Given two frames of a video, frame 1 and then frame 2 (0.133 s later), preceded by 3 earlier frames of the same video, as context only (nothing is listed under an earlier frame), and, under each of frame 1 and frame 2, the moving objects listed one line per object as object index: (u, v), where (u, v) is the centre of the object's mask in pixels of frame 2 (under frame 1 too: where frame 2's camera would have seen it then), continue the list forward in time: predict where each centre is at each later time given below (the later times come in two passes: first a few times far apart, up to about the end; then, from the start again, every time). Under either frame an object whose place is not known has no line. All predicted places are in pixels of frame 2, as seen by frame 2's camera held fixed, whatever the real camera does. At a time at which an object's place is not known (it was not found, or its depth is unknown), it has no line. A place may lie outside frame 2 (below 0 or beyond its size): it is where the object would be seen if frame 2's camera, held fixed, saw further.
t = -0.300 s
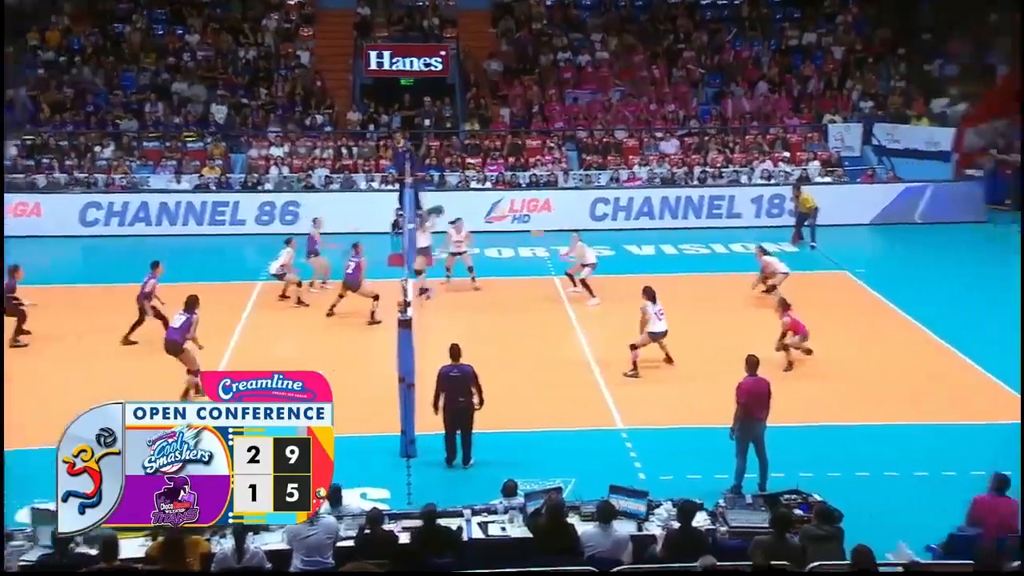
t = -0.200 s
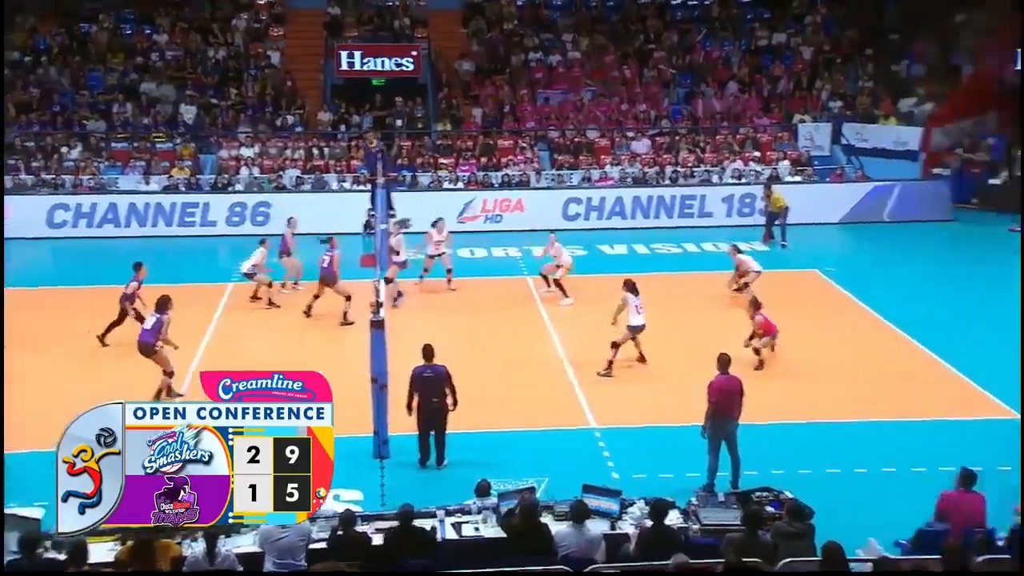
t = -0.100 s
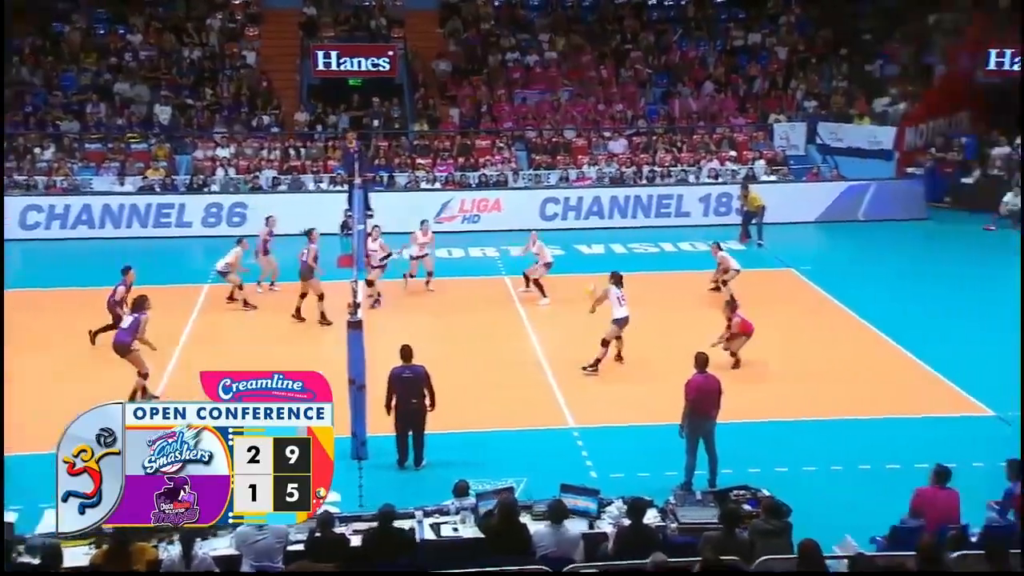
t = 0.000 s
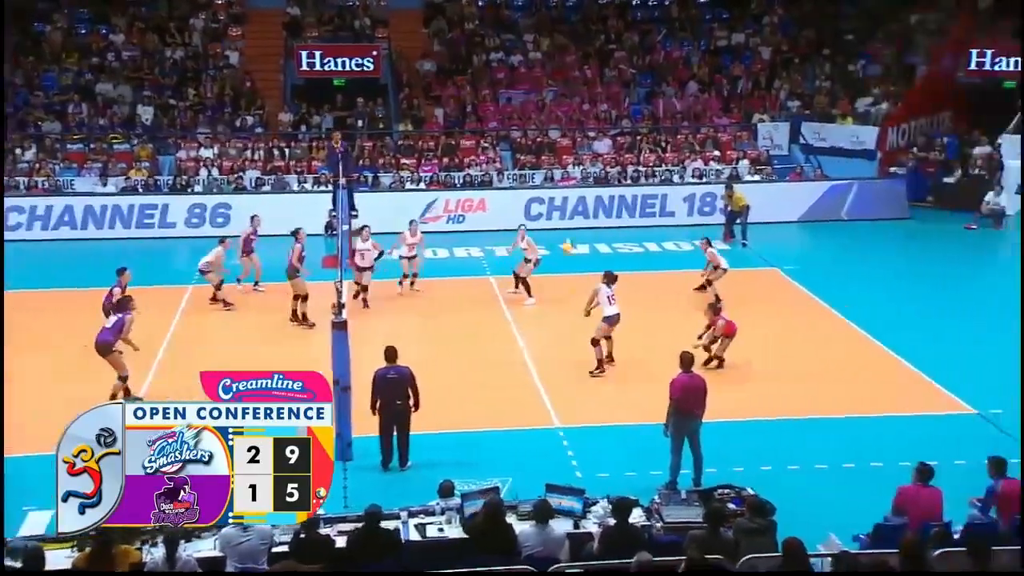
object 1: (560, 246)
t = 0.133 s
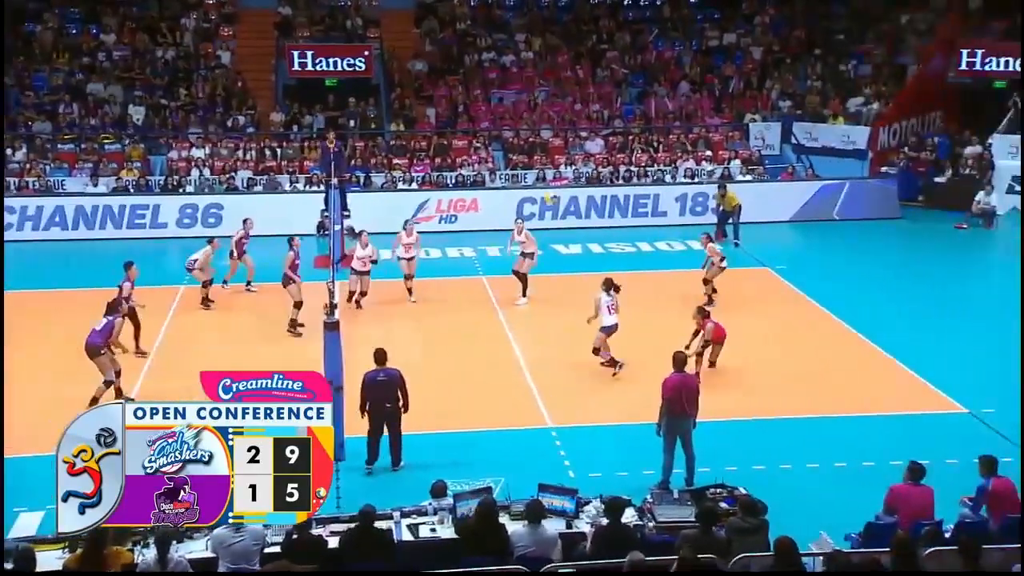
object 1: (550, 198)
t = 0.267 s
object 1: (540, 159)
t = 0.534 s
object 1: (523, 117)
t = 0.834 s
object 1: (506, 119)
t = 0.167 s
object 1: (548, 186)
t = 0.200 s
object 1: (545, 176)
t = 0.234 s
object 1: (542, 168)
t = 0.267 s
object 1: (540, 159)
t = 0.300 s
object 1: (538, 152)
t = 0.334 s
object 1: (536, 145)
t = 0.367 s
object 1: (535, 138)
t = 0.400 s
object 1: (533, 133)
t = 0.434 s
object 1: (530, 128)
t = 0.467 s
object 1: (528, 123)
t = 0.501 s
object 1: (526, 120)
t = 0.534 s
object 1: (523, 117)
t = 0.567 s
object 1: (522, 115)
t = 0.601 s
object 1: (520, 113)
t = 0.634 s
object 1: (518, 112)
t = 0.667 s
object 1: (516, 112)
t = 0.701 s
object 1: (514, 112)
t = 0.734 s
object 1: (512, 113)
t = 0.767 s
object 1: (510, 114)
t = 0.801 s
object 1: (508, 117)
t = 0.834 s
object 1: (506, 119)
